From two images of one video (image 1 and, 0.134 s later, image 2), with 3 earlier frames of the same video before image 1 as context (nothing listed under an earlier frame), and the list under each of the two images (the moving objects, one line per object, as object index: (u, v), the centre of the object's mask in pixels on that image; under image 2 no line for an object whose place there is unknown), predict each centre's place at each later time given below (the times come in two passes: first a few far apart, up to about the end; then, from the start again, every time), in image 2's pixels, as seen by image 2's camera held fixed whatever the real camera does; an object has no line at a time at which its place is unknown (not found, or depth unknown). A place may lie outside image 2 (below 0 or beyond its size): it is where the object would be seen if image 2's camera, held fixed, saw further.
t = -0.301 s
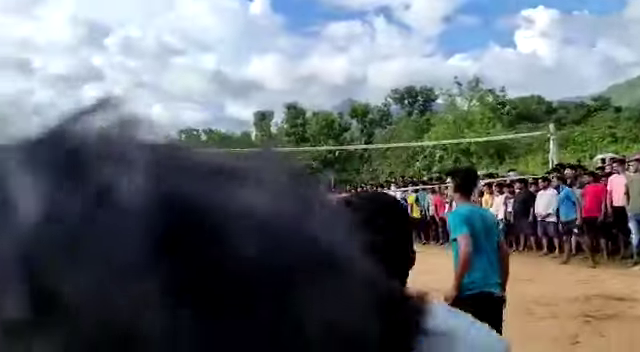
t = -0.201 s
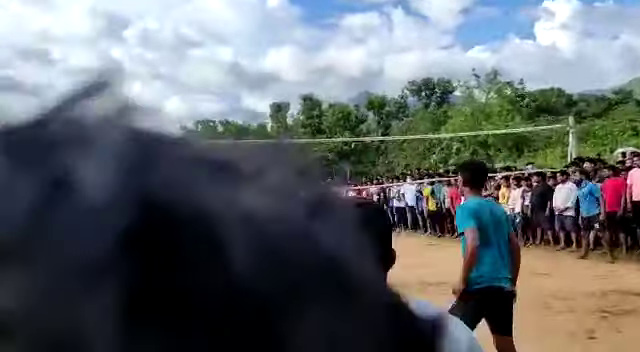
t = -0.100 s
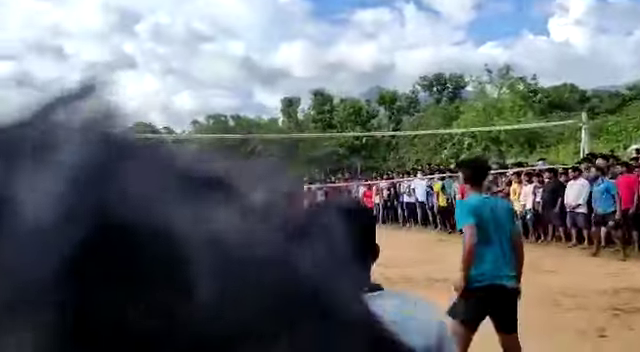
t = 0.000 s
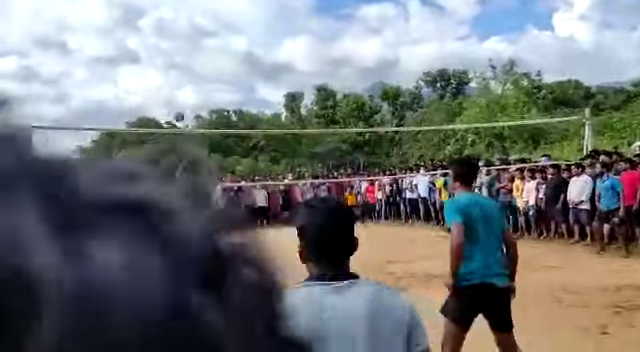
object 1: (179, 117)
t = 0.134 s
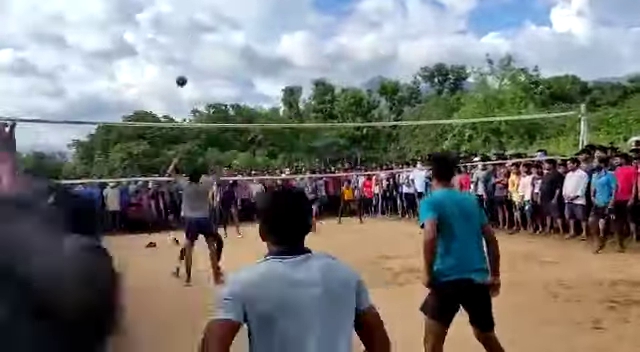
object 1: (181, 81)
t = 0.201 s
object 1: (185, 68)
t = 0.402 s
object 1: (197, 40)
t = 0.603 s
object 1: (209, 31)
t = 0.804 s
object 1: (227, 43)
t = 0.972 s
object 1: (241, 71)
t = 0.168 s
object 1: (183, 74)
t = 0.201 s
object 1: (185, 68)
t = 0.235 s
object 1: (186, 62)
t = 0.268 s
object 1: (188, 57)
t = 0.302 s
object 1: (190, 51)
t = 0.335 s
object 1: (193, 47)
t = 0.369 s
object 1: (195, 43)
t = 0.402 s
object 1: (197, 40)
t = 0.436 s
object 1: (198, 37)
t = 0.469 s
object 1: (201, 34)
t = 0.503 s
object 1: (203, 33)
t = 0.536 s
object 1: (205, 31)
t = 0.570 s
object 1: (207, 31)
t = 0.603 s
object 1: (209, 31)
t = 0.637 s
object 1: (212, 31)
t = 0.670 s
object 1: (216, 33)
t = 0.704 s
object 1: (218, 35)
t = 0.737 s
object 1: (222, 37)
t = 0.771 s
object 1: (223, 40)
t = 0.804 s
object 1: (227, 43)
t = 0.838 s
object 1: (229, 47)
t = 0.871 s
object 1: (229, 53)
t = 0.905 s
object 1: (234, 59)
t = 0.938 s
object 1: (240, 64)
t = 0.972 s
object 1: (241, 71)
